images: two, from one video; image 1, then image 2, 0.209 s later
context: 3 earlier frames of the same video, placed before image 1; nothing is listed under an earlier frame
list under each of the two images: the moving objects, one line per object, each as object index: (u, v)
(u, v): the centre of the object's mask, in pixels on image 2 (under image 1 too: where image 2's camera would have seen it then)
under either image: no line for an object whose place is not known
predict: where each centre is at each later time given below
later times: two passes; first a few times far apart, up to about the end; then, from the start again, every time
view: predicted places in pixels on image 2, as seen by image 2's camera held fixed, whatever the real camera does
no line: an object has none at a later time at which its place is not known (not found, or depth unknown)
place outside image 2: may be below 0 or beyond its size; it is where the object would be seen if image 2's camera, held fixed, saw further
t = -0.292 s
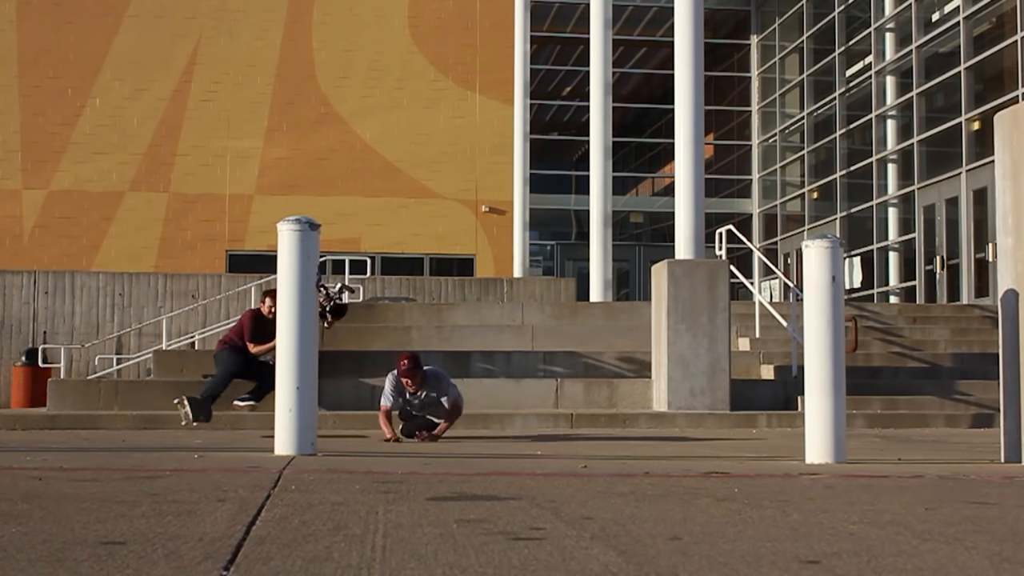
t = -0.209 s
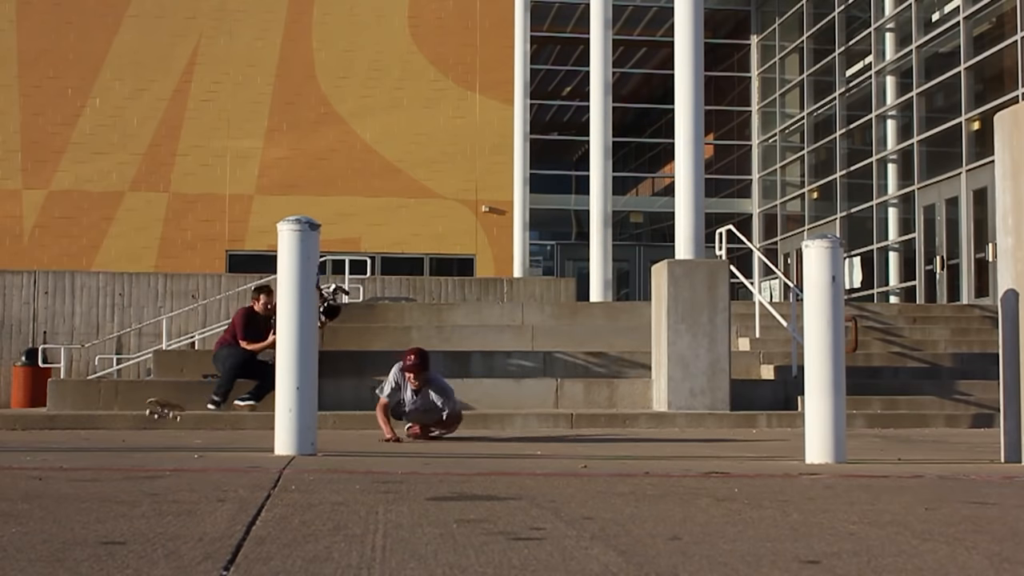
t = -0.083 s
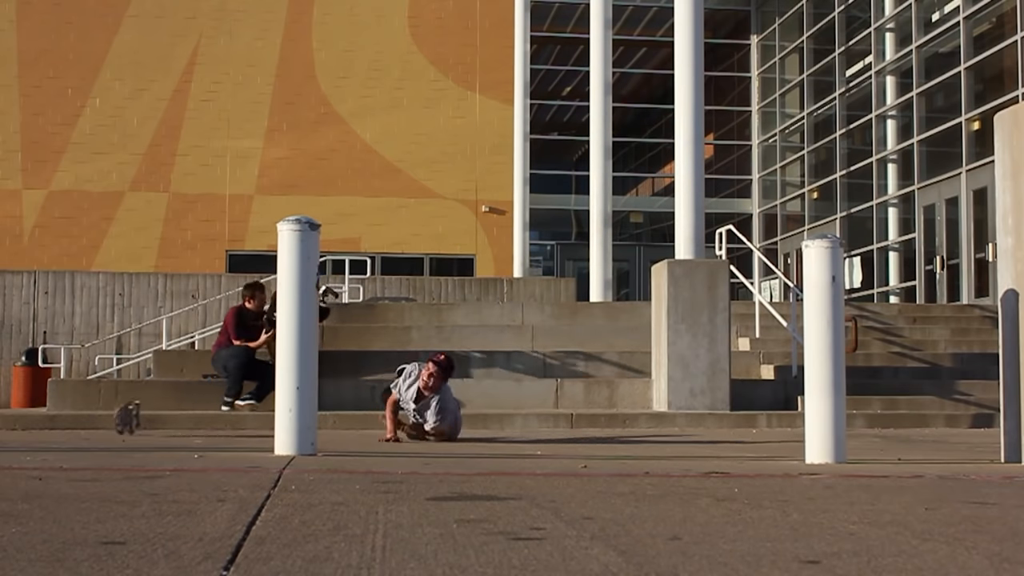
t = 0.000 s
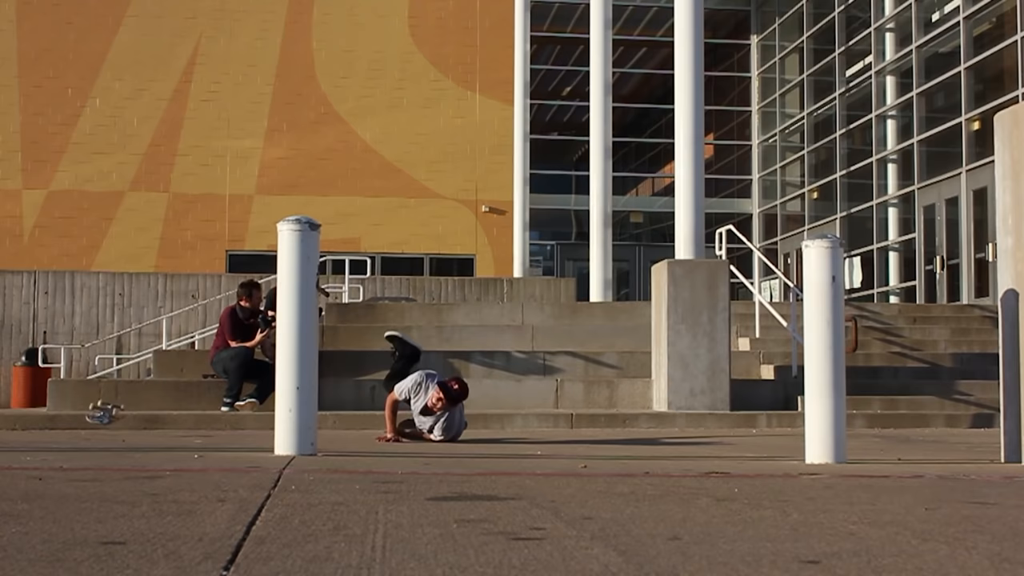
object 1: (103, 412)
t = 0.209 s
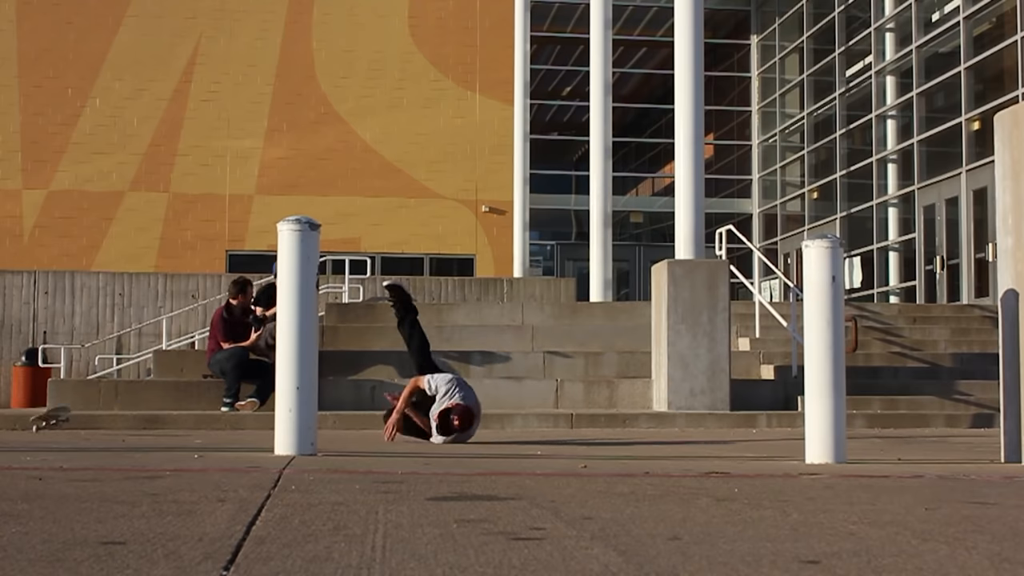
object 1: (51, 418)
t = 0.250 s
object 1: (44, 418)
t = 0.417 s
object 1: (24, 409)
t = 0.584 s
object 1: (12, 418)
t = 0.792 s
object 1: (9, 422)
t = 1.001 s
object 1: (10, 424)
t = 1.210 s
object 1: (10, 424)
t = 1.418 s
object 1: (10, 424)
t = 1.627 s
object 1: (10, 423)
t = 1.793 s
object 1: (10, 424)
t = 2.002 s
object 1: (9, 423)
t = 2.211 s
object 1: (10, 423)
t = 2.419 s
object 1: (9, 424)
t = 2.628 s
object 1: (10, 424)
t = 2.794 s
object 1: (10, 423)
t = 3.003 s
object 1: (10, 424)
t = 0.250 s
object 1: (44, 418)
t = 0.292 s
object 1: (38, 412)
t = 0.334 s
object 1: (35, 408)
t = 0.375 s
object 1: (29, 407)
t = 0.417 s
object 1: (24, 409)
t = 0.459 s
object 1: (18, 417)
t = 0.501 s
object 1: (14, 421)
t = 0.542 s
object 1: (13, 421)
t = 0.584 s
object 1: (12, 418)
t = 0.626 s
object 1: (12, 416)
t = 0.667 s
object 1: (11, 417)
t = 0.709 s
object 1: (10, 418)
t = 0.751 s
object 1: (9, 421)
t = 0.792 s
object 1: (9, 422)
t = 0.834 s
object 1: (10, 424)
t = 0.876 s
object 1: (10, 424)
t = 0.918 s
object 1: (10, 424)
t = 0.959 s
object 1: (10, 424)
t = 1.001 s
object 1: (10, 424)
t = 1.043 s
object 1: (10, 424)
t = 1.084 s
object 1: (10, 423)
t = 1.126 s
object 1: (9, 423)
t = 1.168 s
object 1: (9, 423)
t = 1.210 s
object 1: (10, 424)
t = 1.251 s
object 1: (10, 423)
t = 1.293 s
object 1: (10, 424)
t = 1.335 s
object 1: (10, 424)
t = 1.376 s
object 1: (10, 424)
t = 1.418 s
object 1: (10, 424)
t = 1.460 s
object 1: (10, 424)
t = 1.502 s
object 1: (9, 423)
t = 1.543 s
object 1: (10, 423)
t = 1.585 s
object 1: (9, 423)
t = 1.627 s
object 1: (10, 423)
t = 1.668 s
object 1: (10, 424)
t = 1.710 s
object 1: (10, 424)
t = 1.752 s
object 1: (10, 423)
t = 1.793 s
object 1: (10, 424)
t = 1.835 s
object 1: (10, 424)
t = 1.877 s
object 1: (9, 424)
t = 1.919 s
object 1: (9, 423)
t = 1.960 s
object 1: (9, 423)
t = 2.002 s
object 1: (9, 423)
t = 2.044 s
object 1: (9, 424)
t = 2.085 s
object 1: (10, 424)
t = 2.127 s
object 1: (10, 424)
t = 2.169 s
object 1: (10, 424)
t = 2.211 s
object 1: (10, 423)
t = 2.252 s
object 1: (10, 424)
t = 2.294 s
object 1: (10, 424)
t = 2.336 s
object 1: (9, 424)
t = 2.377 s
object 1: (9, 424)
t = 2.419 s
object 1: (9, 424)
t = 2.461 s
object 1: (9, 424)
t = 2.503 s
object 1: (9, 424)
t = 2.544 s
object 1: (10, 423)
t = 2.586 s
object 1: (10, 423)
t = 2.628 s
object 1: (10, 424)
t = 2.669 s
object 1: (10, 424)
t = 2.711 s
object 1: (10, 423)
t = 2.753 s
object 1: (10, 423)
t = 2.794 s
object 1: (10, 423)
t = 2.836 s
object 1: (9, 424)
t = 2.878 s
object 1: (9, 424)
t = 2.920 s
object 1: (10, 424)
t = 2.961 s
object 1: (10, 424)
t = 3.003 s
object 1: (10, 424)
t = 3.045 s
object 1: (10, 424)
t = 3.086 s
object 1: (10, 424)
